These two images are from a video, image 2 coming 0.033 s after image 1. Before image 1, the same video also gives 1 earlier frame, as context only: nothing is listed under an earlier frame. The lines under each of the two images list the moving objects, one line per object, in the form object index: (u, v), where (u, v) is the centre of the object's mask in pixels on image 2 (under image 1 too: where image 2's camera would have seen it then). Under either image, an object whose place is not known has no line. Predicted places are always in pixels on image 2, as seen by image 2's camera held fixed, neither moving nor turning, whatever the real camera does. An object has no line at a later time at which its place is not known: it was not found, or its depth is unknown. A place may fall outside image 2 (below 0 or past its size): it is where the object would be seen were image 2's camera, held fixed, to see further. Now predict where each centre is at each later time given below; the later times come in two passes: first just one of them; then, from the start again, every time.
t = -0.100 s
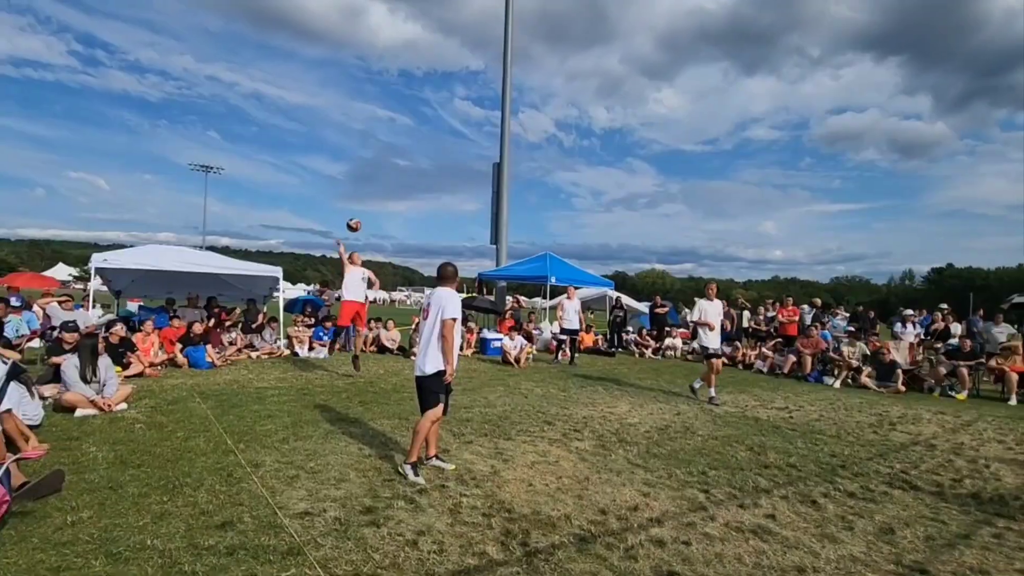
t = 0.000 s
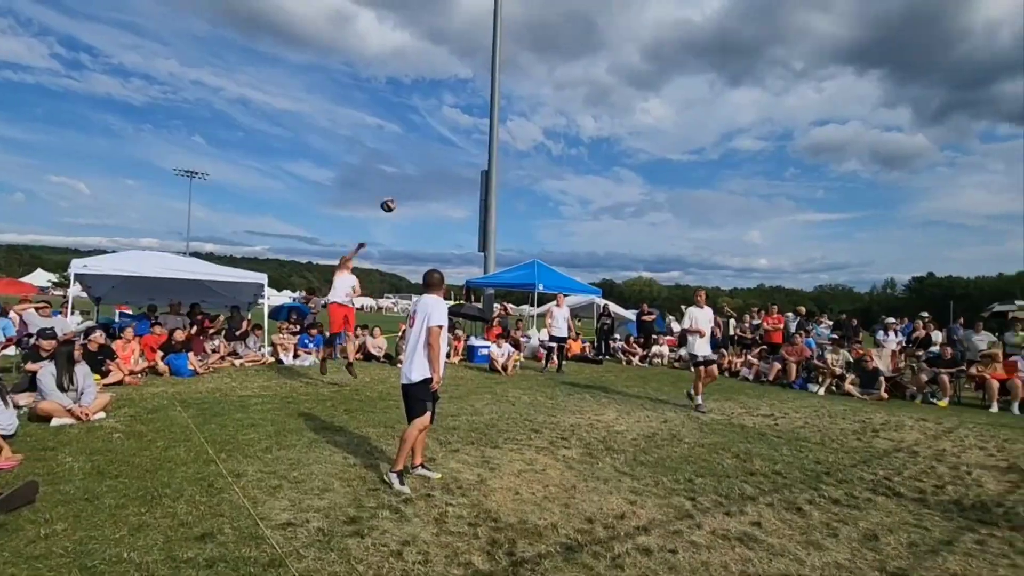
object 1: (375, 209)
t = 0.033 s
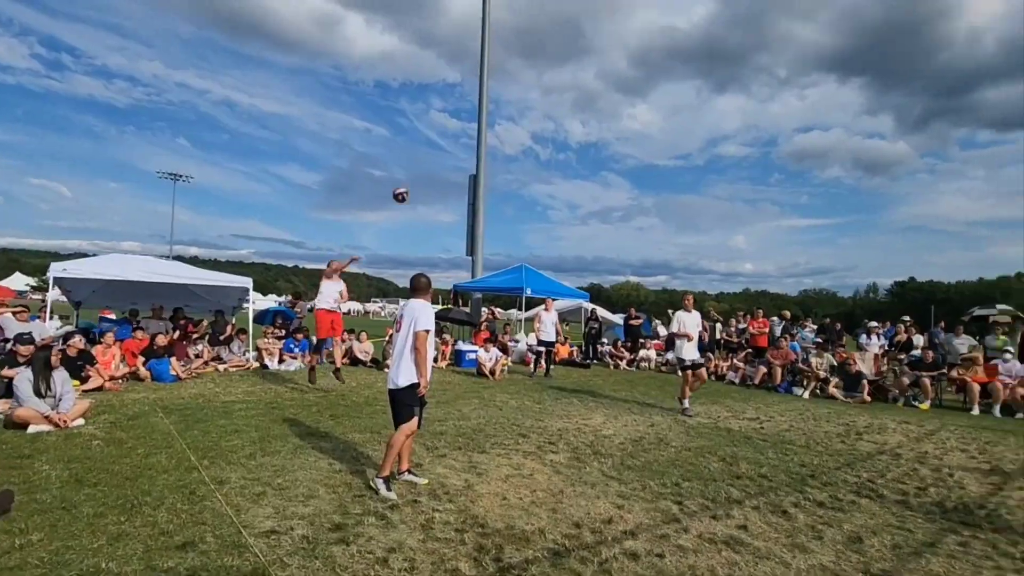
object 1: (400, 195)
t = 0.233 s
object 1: (580, 113)
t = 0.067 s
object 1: (426, 181)
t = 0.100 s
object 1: (454, 167)
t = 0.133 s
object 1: (484, 153)
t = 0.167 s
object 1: (514, 139)
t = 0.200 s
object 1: (546, 126)
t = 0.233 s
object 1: (580, 113)
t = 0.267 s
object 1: (617, 101)
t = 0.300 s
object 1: (655, 89)
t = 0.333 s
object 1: (696, 78)
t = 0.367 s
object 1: (740, 67)
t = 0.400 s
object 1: (786, 57)
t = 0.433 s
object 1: (836, 48)
